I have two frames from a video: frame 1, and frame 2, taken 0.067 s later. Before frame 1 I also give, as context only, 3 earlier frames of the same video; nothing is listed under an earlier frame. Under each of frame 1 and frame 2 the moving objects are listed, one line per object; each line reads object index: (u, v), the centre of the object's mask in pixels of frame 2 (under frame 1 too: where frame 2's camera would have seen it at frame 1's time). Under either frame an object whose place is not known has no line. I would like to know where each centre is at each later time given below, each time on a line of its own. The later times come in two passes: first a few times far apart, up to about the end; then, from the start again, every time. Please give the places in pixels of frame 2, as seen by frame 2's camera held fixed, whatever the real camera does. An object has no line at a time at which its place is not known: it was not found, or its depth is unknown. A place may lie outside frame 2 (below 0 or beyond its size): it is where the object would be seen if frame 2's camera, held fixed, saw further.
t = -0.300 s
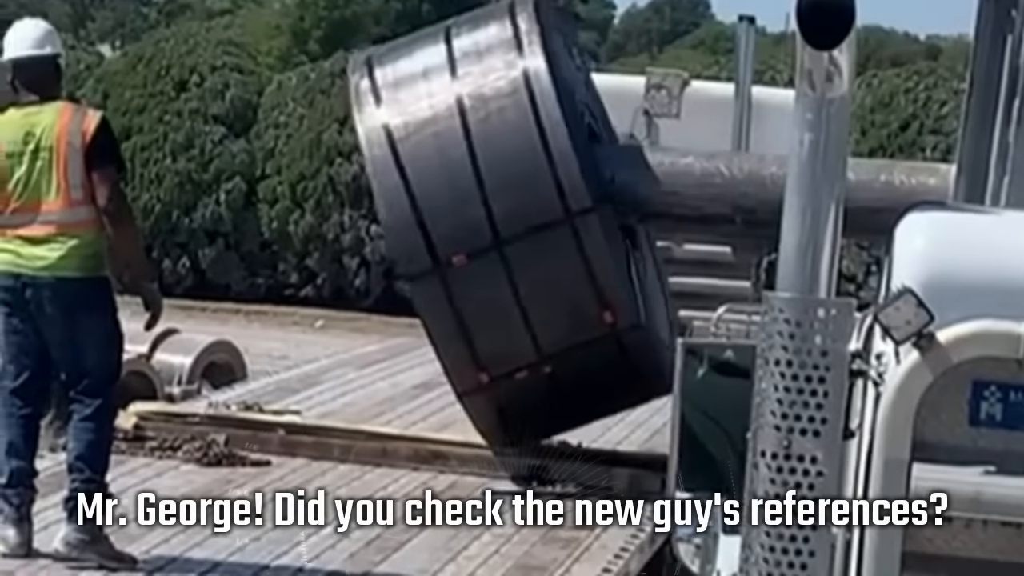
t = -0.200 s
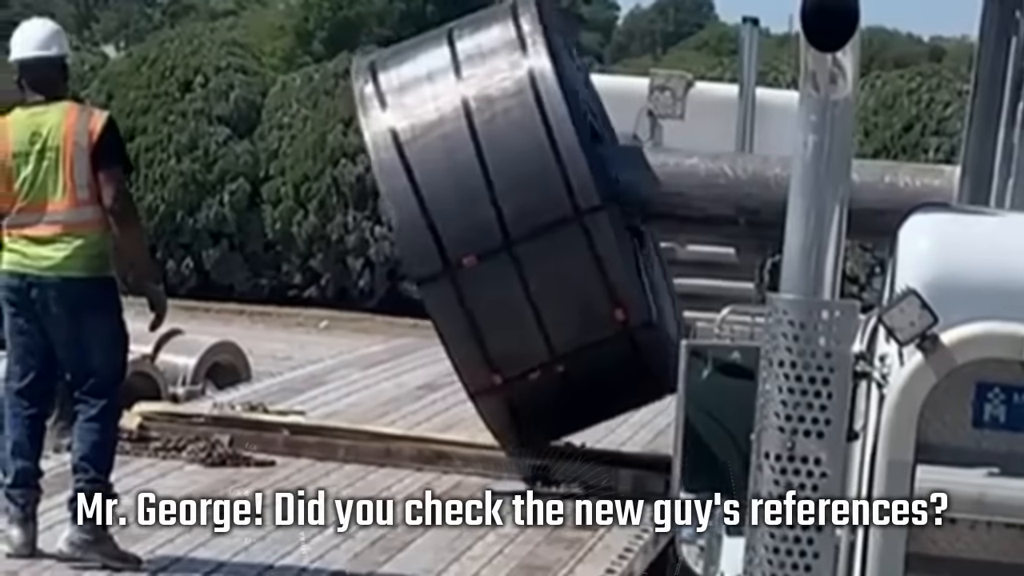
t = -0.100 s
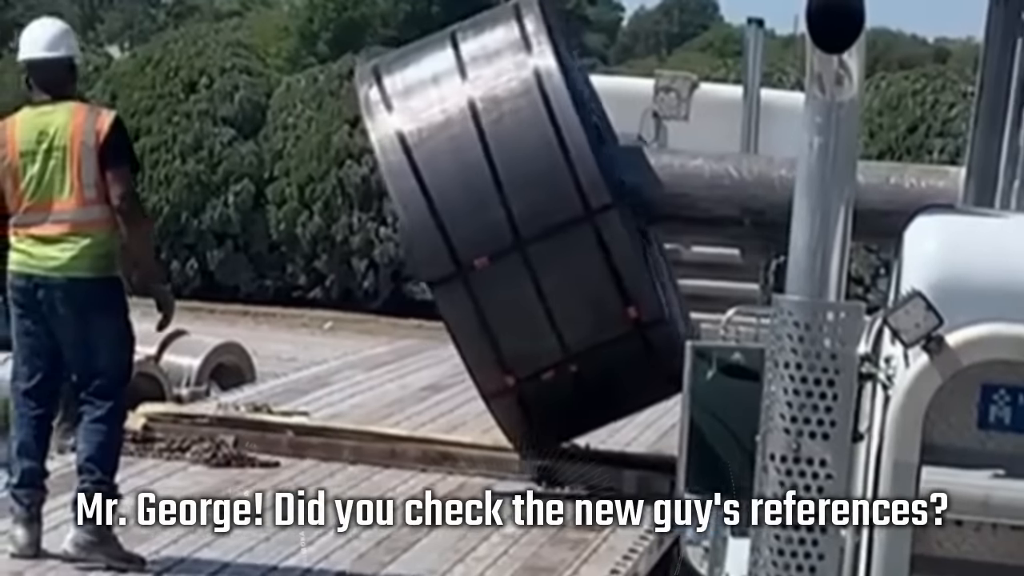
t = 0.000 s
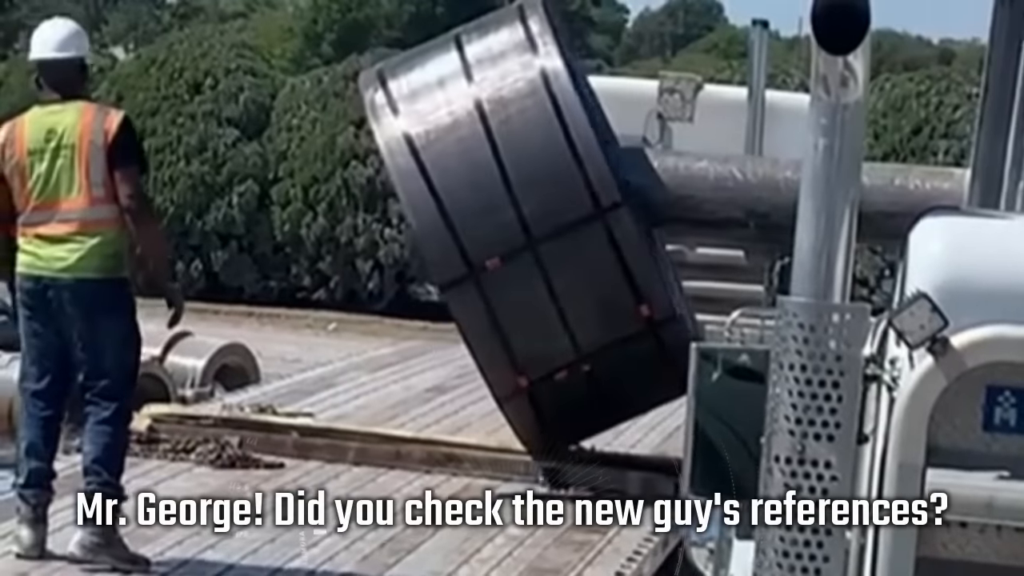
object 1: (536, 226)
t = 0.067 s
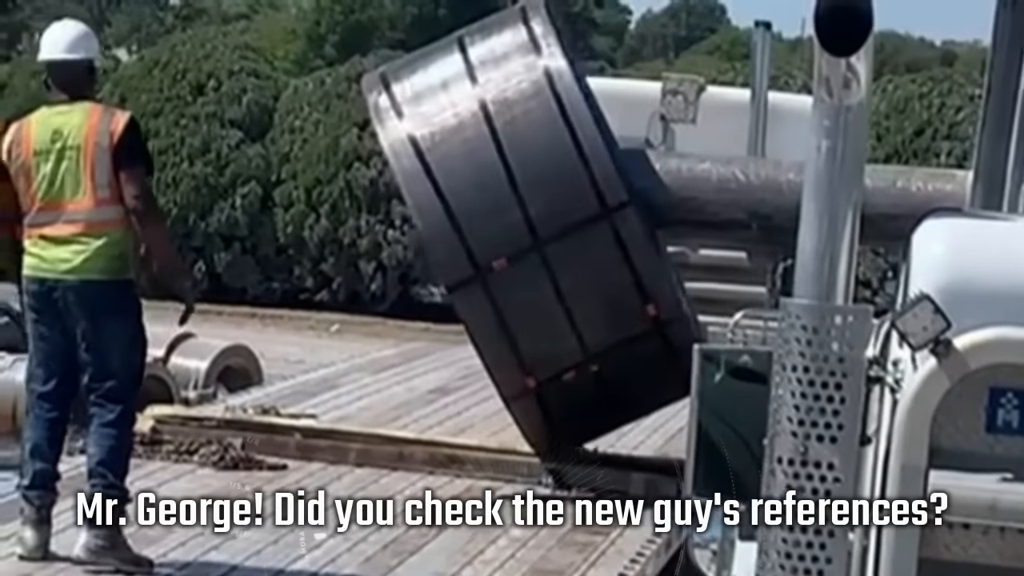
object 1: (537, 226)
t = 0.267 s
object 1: (541, 225)
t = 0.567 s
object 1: (543, 226)
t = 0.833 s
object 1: (520, 241)
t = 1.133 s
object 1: (454, 337)
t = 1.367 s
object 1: (390, 414)
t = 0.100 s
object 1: (537, 227)
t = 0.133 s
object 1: (537, 226)
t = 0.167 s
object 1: (538, 226)
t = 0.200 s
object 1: (539, 225)
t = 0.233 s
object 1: (540, 225)
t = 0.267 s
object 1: (541, 225)
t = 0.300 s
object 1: (542, 224)
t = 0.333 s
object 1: (542, 224)
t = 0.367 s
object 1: (543, 224)
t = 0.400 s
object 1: (543, 224)
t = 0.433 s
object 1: (543, 224)
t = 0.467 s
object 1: (543, 224)
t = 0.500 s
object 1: (543, 225)
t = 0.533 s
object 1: (543, 225)
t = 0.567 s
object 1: (543, 226)
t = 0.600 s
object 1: (542, 226)
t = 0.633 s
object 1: (540, 227)
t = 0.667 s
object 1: (539, 228)
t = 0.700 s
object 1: (536, 229)
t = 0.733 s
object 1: (533, 231)
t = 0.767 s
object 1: (530, 233)
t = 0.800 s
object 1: (525, 236)
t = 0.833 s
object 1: (520, 241)
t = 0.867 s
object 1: (515, 246)
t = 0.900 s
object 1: (508, 254)
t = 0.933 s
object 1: (502, 263)
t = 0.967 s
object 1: (496, 273)
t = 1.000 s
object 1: (490, 284)
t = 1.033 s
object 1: (483, 295)
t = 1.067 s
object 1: (476, 306)
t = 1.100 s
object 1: (463, 321)
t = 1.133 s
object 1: (454, 337)
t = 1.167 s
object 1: (445, 351)
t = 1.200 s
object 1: (435, 365)
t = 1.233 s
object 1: (427, 381)
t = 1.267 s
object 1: (417, 393)
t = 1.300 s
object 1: (405, 400)
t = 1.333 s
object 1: (399, 408)
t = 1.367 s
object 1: (390, 414)
